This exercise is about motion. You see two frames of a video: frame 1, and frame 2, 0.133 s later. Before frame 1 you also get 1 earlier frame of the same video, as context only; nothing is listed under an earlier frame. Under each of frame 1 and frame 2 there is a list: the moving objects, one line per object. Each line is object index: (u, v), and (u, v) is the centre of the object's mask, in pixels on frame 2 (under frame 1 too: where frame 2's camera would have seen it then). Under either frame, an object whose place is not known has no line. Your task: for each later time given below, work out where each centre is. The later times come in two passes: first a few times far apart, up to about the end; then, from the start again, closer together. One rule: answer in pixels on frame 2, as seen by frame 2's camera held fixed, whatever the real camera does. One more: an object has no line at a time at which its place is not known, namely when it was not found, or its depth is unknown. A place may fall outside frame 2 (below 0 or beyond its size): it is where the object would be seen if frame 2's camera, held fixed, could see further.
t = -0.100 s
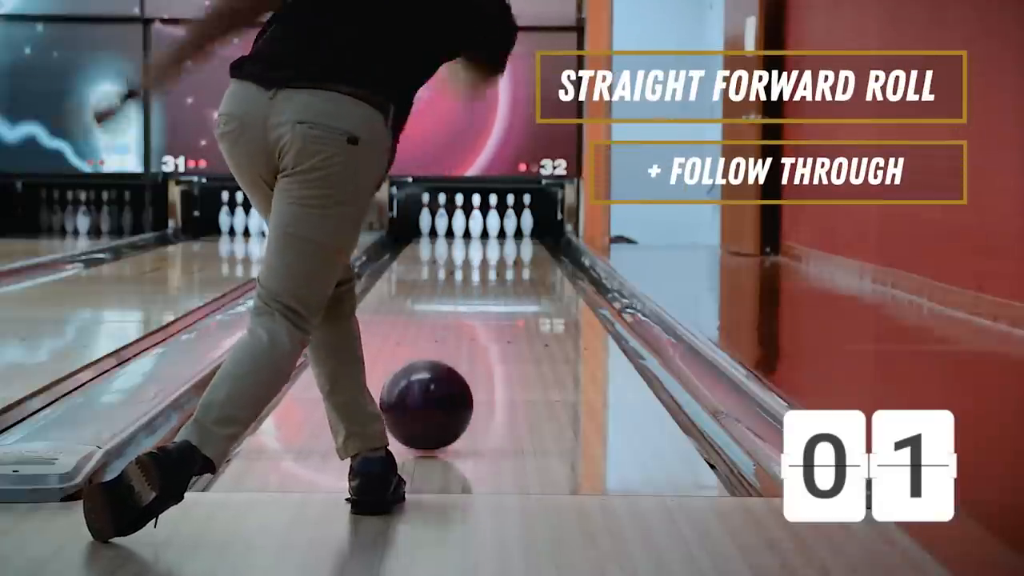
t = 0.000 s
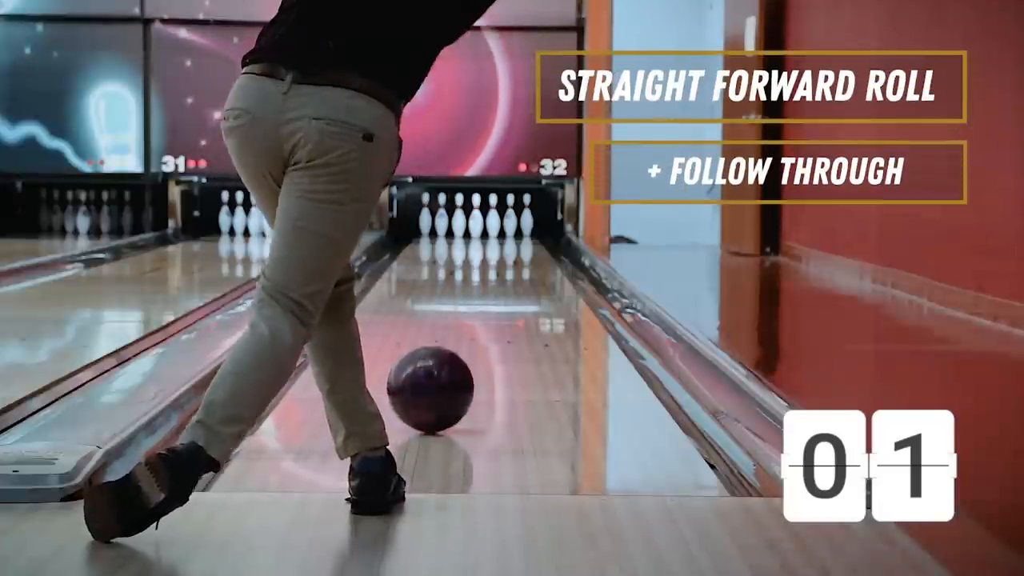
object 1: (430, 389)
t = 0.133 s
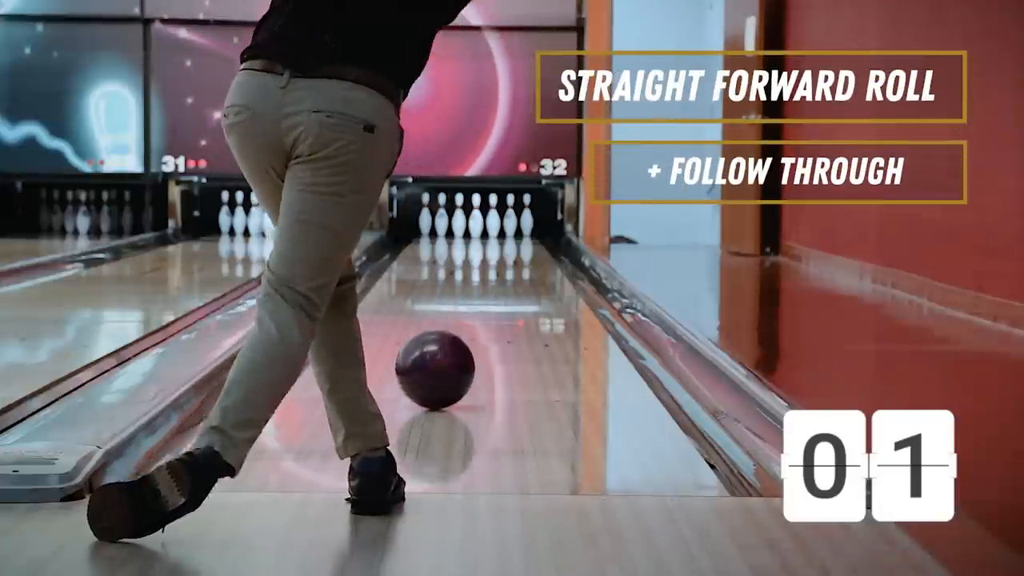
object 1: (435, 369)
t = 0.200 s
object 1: (437, 360)
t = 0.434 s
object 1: (443, 335)
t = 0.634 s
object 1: (447, 317)
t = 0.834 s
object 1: (451, 303)
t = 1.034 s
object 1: (454, 292)
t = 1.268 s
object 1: (457, 281)
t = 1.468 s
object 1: (460, 273)
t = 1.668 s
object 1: (461, 266)
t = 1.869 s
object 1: (463, 259)
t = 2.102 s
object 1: (464, 253)
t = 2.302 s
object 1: (465, 248)
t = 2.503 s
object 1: (466, 243)
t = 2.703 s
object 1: (466, 240)
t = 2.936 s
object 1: (465, 236)
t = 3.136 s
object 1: (464, 233)
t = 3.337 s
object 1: (464, 230)
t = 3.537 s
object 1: (463, 227)
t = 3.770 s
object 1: (457, 226)
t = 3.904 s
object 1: (449, 225)
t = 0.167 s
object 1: (436, 365)
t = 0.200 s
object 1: (437, 360)
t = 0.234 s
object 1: (438, 356)
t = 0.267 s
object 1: (439, 353)
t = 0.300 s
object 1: (440, 349)
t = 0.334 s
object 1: (441, 345)
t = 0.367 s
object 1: (442, 341)
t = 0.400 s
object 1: (442, 338)
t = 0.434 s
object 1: (443, 335)
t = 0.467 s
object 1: (444, 332)
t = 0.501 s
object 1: (445, 329)
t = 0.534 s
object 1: (446, 326)
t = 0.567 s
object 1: (446, 323)
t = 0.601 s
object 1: (447, 320)
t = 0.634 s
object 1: (447, 317)
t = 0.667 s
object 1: (448, 315)
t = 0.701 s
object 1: (449, 312)
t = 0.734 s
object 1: (449, 310)
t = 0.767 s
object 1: (450, 308)
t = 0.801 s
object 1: (450, 306)
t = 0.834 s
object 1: (451, 303)
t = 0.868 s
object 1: (452, 302)
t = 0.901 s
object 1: (452, 299)
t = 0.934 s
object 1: (452, 297)
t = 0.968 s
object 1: (453, 296)
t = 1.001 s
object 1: (454, 294)
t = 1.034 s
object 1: (454, 292)
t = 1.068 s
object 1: (455, 290)
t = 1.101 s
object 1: (455, 288)
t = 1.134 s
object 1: (456, 287)
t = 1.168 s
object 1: (456, 285)
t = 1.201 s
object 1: (457, 283)
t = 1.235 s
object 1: (457, 282)
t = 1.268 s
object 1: (457, 281)
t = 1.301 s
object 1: (458, 279)
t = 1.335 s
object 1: (458, 278)
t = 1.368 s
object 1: (458, 276)
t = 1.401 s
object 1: (459, 275)
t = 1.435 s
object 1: (459, 274)
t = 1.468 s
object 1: (460, 273)
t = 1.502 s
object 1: (460, 272)
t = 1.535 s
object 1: (460, 270)
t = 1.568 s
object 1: (460, 269)
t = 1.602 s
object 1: (461, 268)
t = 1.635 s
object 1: (461, 267)
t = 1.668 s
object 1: (461, 266)
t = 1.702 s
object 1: (466, 265)
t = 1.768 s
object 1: (464, 262)
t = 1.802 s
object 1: (462, 261)
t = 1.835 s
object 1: (462, 260)
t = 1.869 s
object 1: (463, 259)
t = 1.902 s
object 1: (463, 258)
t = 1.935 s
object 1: (463, 257)
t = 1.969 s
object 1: (463, 256)
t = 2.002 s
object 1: (464, 255)
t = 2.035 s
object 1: (464, 254)
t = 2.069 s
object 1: (464, 254)
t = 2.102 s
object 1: (464, 253)
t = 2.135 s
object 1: (465, 252)
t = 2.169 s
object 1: (465, 251)
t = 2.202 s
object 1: (465, 250)
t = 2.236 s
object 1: (465, 249)
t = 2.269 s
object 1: (465, 249)
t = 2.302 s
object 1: (465, 248)
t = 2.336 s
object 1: (465, 247)
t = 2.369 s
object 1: (466, 246)
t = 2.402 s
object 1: (466, 246)
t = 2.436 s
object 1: (466, 245)
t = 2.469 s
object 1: (466, 244)
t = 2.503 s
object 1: (466, 243)
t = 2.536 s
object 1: (466, 243)
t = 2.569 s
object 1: (466, 242)
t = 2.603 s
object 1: (466, 242)
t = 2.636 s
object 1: (466, 241)
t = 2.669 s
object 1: (466, 241)
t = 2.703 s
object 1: (466, 240)
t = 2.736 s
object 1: (466, 239)
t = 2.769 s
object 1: (466, 239)
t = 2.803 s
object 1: (466, 238)
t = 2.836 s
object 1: (466, 237)
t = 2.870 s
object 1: (465, 237)
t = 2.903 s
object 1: (465, 236)
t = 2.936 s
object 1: (465, 236)
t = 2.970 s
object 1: (465, 235)
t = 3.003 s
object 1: (465, 235)
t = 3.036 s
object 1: (465, 234)
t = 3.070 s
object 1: (465, 234)
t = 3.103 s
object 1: (464, 234)
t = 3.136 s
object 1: (464, 233)
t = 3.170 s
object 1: (464, 232)
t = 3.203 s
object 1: (464, 232)
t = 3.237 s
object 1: (464, 232)
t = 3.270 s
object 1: (464, 231)
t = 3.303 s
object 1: (464, 231)
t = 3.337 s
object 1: (464, 230)
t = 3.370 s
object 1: (464, 230)
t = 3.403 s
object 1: (464, 229)
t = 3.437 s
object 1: (464, 229)
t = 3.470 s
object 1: (464, 228)
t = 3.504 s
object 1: (464, 228)
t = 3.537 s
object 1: (463, 227)
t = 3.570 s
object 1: (464, 227)
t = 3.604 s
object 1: (463, 227)
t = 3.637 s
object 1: (464, 227)
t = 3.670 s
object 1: (462, 227)
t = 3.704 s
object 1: (459, 226)
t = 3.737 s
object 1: (458, 226)
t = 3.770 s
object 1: (457, 226)
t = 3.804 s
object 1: (453, 225)
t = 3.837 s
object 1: (451, 225)
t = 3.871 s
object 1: (450, 225)
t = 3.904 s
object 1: (449, 225)
